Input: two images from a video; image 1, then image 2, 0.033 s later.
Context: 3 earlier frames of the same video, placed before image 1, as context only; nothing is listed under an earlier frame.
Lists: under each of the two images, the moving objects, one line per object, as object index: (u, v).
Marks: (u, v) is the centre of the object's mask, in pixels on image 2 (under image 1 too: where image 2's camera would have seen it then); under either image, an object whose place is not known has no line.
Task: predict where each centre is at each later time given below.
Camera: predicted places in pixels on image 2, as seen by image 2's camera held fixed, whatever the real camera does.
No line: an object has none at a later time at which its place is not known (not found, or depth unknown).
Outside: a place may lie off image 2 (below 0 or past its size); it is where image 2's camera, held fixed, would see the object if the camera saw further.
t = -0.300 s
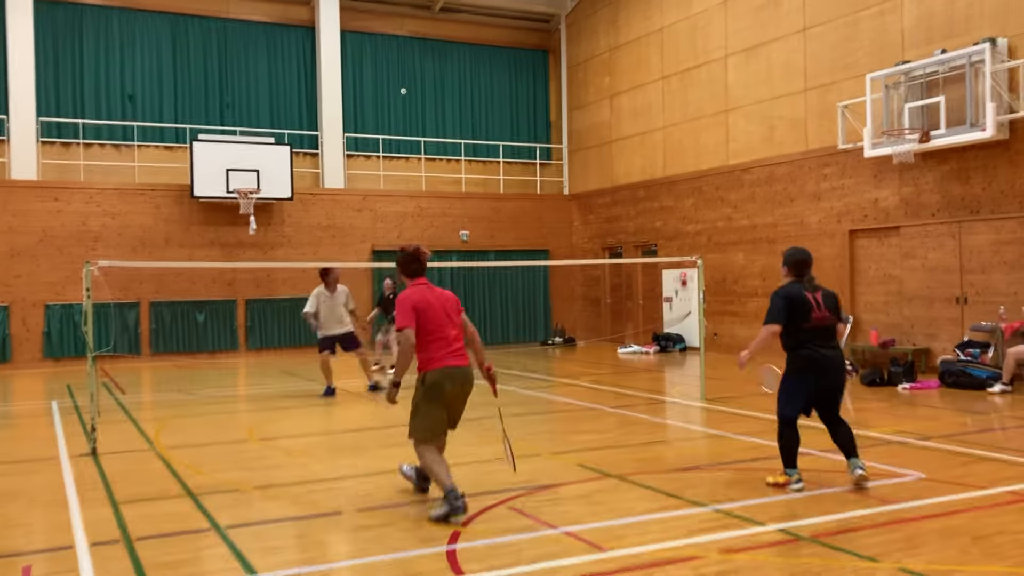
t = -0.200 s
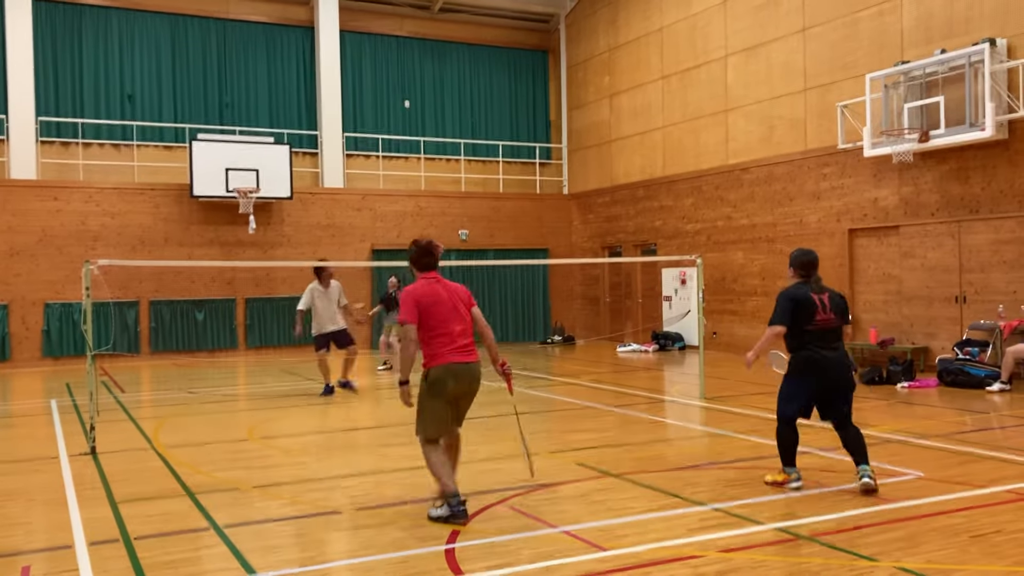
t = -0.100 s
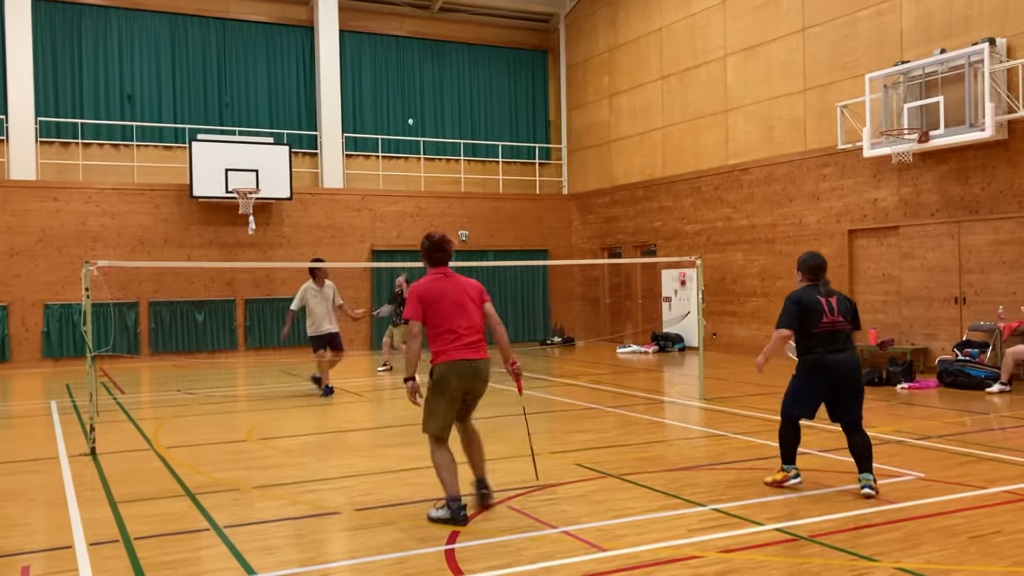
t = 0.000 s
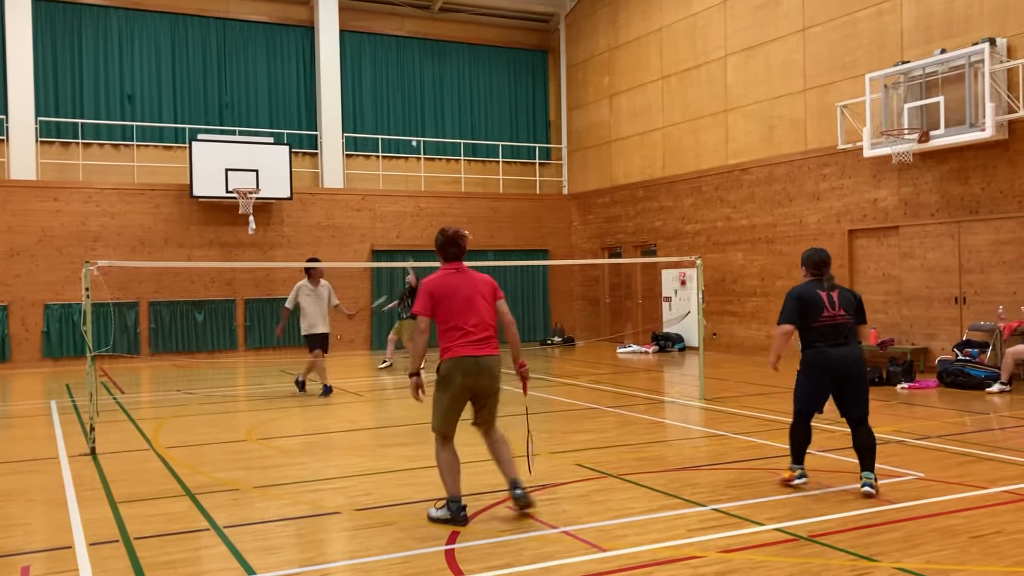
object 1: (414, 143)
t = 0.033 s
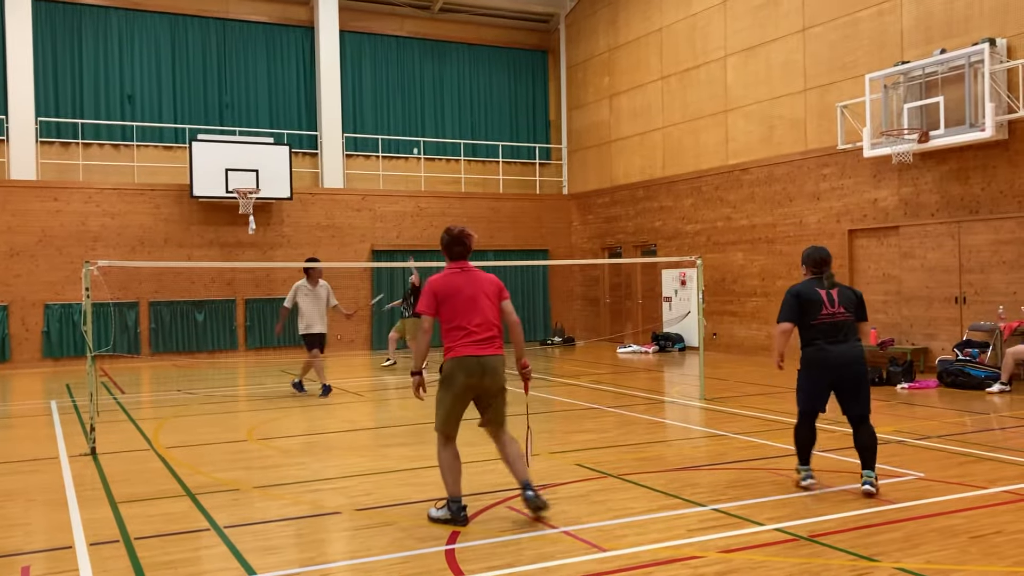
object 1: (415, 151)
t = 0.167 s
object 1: (419, 177)
